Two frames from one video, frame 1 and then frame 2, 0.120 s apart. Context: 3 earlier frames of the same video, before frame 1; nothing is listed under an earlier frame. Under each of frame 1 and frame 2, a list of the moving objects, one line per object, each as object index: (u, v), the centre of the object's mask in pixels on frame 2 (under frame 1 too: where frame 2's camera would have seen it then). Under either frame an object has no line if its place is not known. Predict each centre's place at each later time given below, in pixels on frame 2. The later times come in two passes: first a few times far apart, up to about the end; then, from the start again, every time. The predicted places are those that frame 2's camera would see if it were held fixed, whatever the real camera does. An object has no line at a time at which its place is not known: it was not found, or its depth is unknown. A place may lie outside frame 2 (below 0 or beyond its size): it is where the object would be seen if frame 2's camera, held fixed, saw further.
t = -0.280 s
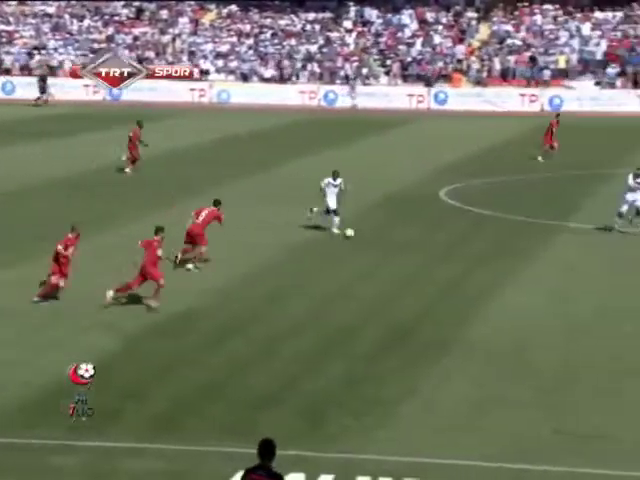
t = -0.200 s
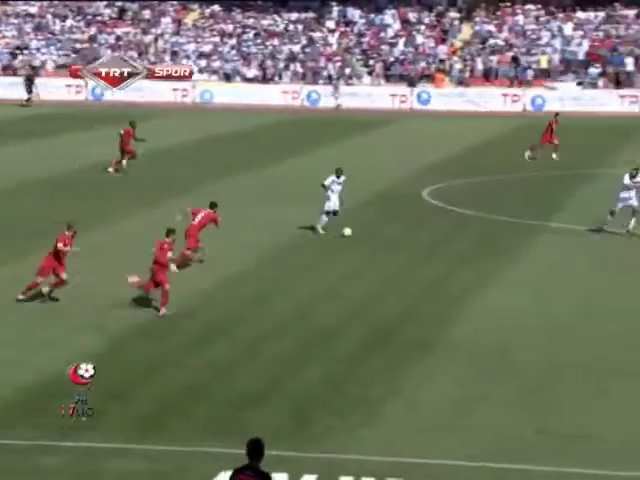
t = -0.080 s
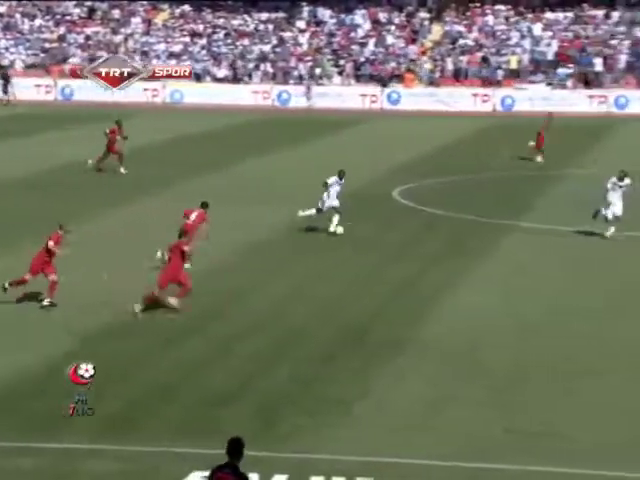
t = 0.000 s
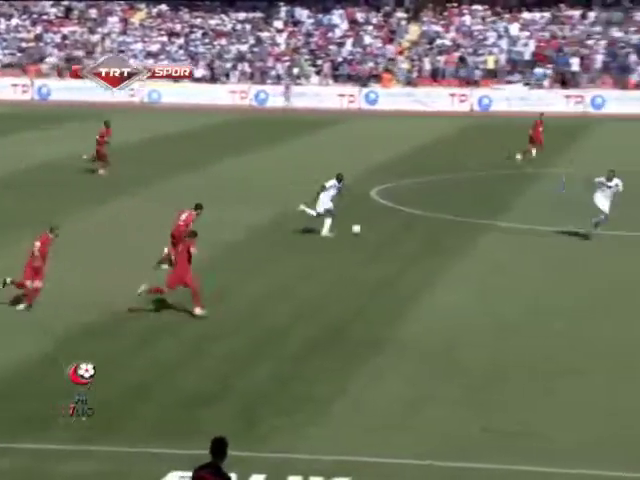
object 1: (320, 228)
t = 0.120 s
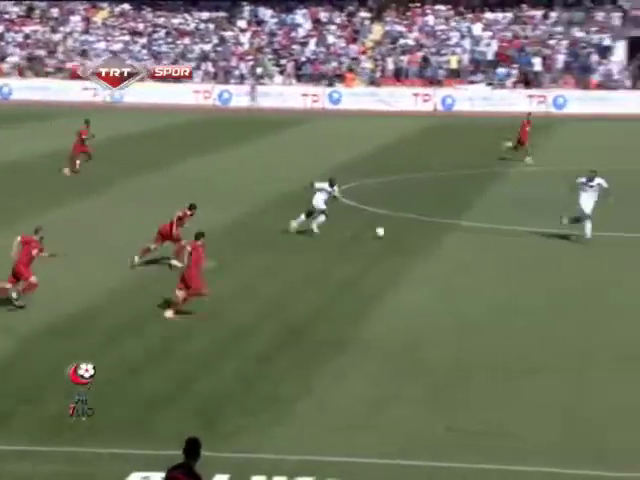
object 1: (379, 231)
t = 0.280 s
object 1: (453, 234)
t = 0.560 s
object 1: (563, 240)
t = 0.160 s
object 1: (399, 233)
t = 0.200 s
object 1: (419, 236)
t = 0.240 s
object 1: (437, 236)
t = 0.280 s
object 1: (453, 234)
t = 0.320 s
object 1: (471, 234)
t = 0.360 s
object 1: (487, 236)
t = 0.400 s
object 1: (503, 237)
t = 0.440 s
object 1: (520, 238)
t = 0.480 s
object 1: (537, 240)
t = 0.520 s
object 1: (551, 241)
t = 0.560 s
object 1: (563, 240)
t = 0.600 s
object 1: (575, 238)
